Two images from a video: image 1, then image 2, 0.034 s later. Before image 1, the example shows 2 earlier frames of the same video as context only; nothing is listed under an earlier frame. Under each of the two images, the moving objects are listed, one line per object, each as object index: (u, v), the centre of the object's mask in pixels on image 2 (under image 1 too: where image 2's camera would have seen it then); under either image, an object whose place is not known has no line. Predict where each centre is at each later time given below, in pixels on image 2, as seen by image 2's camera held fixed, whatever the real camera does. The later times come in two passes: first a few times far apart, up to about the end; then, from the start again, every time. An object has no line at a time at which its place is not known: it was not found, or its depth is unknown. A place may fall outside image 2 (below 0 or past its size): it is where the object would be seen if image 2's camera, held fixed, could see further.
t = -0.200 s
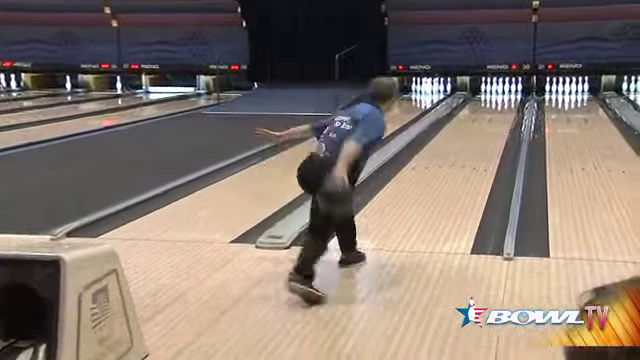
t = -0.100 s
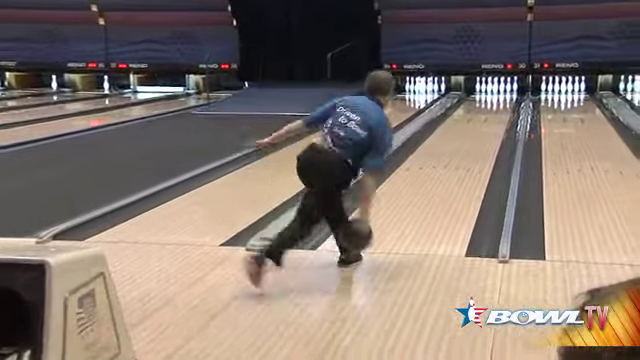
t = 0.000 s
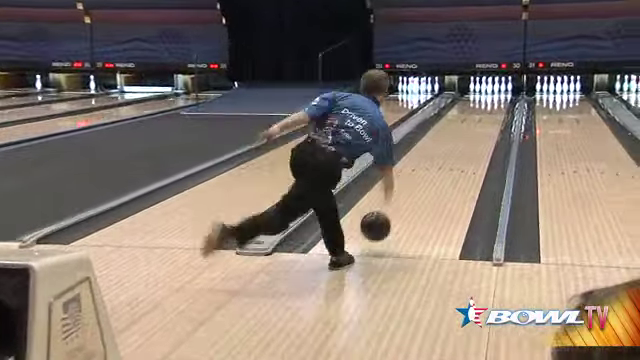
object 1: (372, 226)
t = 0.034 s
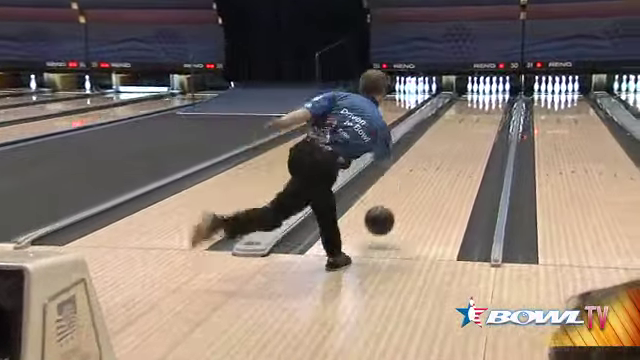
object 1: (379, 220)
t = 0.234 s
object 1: (411, 196)
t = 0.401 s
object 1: (429, 176)
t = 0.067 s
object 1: (385, 215)
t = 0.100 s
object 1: (391, 213)
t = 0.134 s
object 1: (397, 212)
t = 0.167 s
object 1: (402, 206)
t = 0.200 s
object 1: (406, 201)
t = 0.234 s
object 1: (411, 196)
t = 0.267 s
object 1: (415, 192)
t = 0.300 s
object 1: (419, 187)
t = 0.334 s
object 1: (422, 183)
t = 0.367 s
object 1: (426, 180)
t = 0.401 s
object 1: (429, 176)
